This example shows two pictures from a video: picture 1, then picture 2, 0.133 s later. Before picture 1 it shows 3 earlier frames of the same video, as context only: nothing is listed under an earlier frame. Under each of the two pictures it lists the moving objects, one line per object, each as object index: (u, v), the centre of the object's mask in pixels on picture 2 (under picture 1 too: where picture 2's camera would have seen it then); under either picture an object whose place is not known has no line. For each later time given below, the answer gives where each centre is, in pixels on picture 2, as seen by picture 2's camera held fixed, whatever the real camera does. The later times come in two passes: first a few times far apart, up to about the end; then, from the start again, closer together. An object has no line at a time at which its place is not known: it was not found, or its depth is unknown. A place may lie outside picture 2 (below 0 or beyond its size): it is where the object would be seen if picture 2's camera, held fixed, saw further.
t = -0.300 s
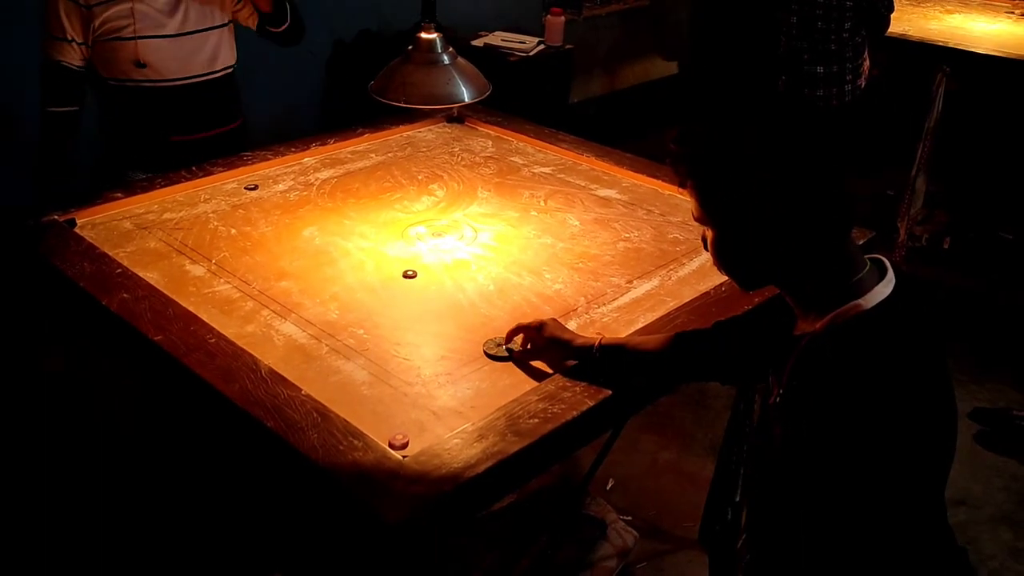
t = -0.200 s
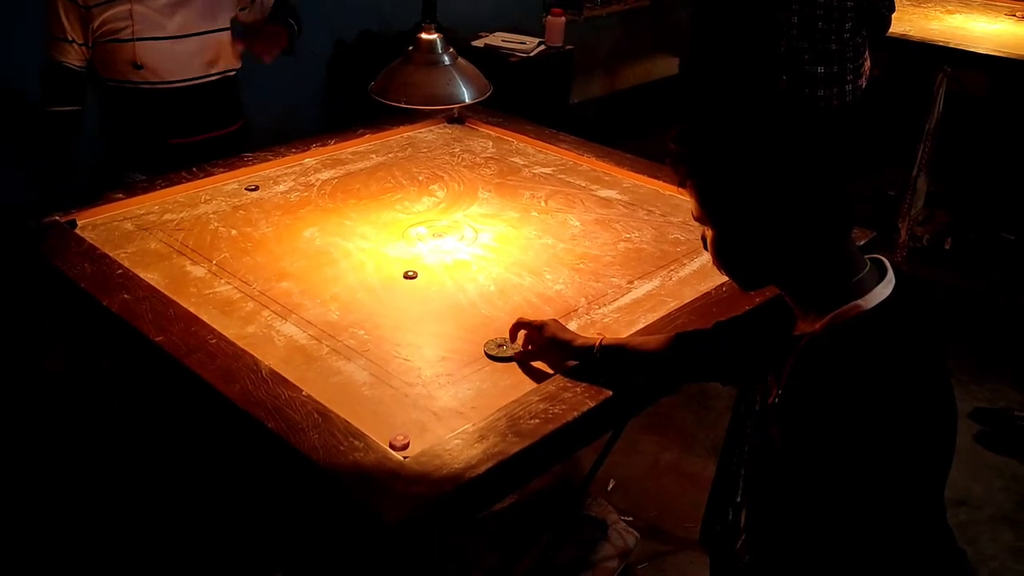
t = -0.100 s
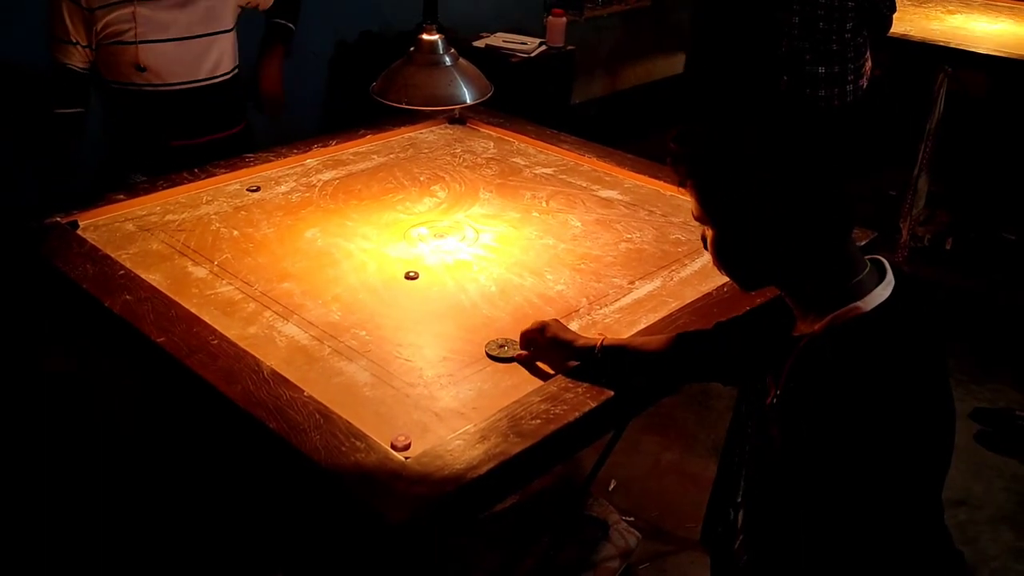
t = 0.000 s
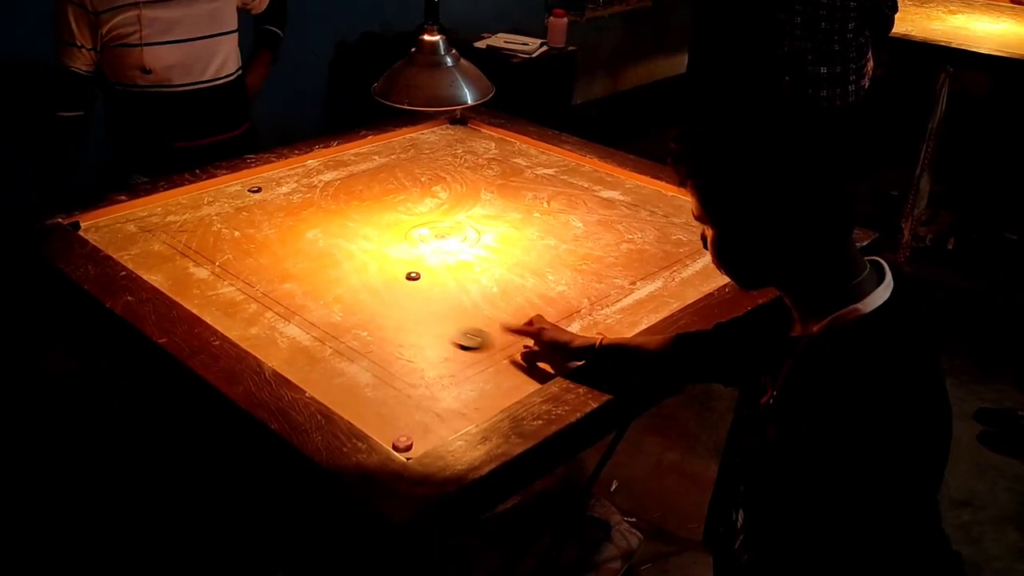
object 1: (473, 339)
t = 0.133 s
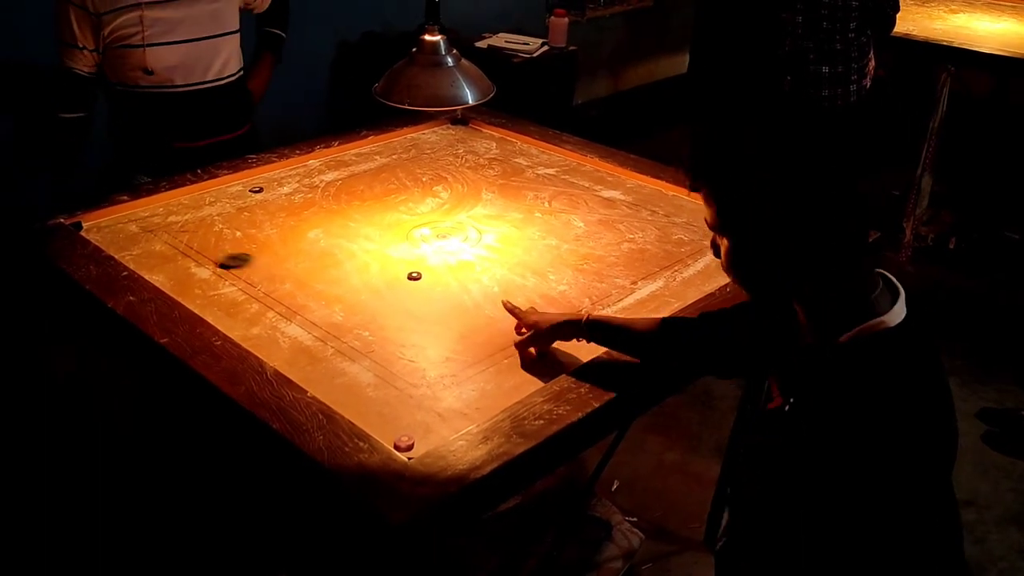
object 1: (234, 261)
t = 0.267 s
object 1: (138, 252)
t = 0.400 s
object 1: (217, 309)
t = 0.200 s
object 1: (113, 223)
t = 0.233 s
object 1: (118, 230)
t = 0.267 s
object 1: (138, 252)
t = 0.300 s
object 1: (148, 263)
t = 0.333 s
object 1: (171, 283)
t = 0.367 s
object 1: (202, 301)
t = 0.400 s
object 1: (217, 309)
